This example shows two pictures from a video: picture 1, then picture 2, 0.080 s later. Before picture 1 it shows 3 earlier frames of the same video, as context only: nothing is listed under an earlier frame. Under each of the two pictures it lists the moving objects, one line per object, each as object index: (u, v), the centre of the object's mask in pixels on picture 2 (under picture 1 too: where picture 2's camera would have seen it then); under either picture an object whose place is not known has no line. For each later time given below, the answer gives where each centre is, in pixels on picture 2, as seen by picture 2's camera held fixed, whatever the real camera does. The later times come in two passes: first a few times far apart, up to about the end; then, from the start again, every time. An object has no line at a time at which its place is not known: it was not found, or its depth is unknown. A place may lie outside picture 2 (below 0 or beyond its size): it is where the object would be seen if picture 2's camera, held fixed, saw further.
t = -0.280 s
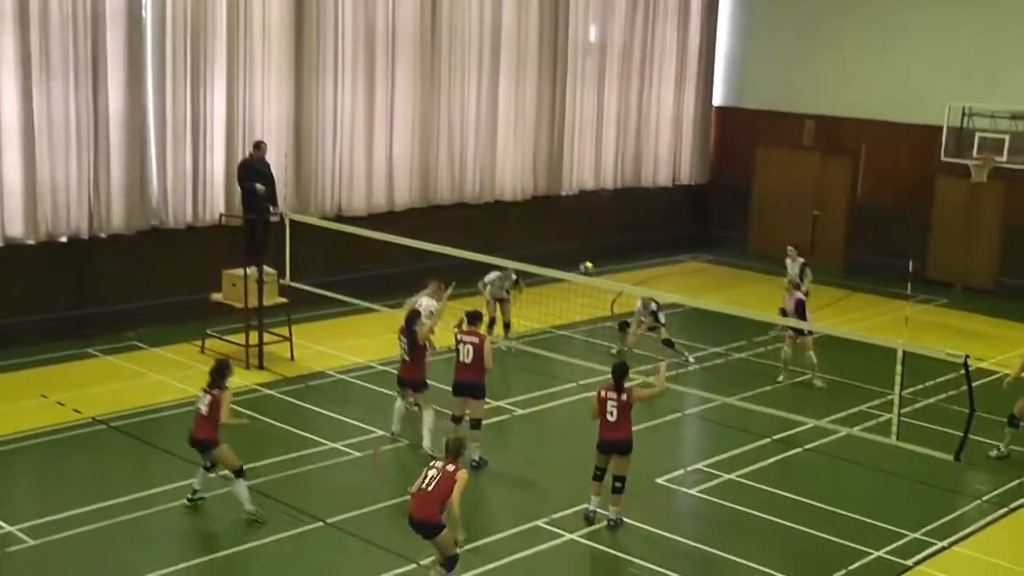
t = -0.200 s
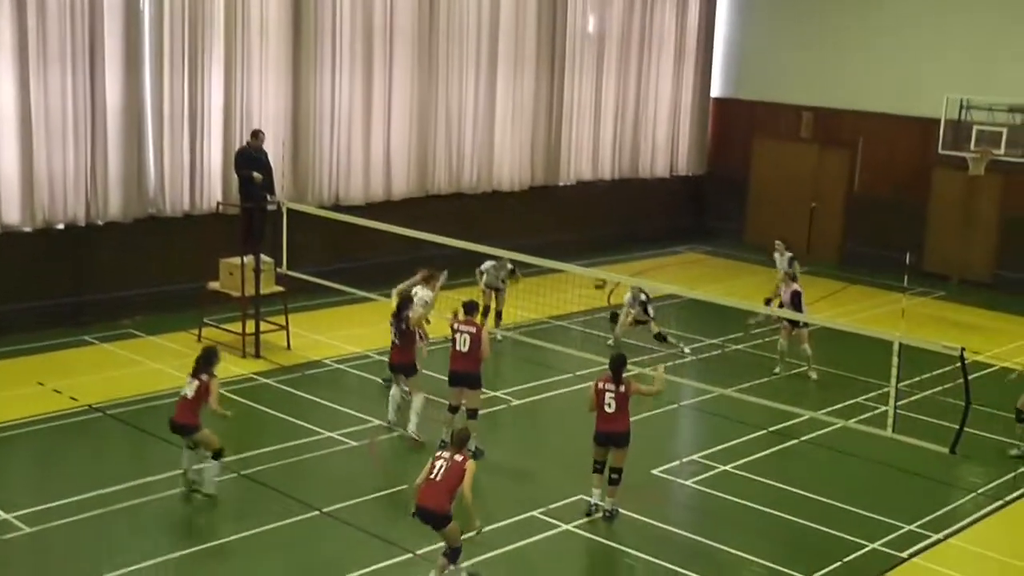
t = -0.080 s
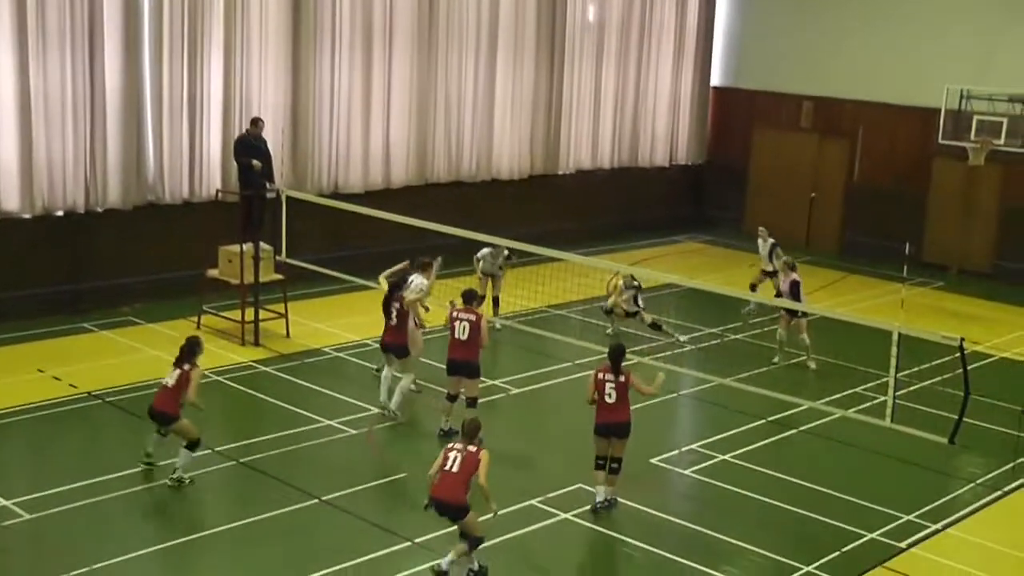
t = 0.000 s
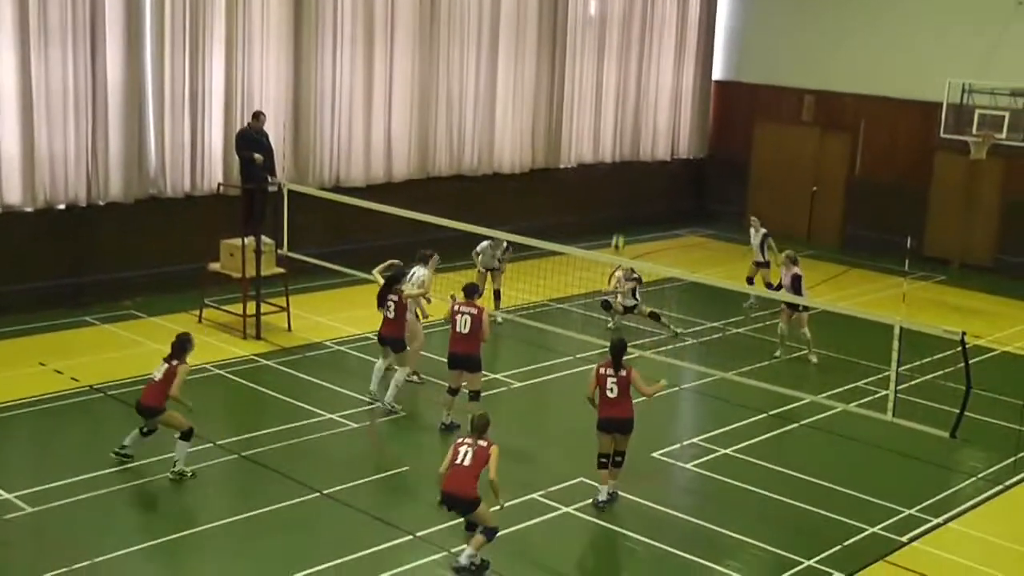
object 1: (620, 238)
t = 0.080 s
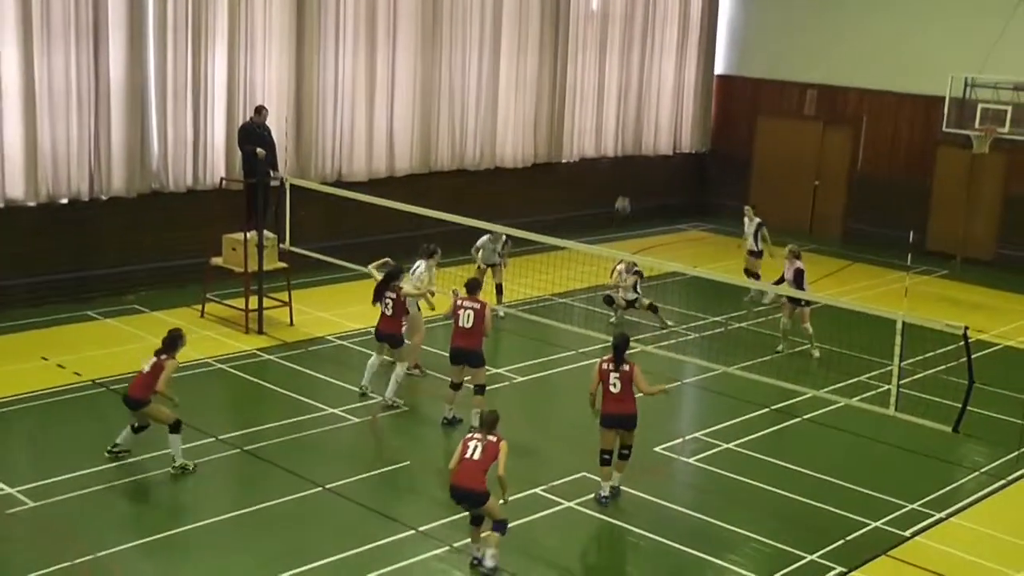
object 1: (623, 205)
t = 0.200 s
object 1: (627, 162)
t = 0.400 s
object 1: (639, 116)
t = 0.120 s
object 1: (624, 190)
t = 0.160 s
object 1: (625, 174)
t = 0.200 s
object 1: (627, 162)
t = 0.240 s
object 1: (630, 147)
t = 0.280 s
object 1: (630, 138)
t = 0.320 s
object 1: (632, 128)
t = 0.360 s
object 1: (635, 123)
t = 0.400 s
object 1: (639, 116)
